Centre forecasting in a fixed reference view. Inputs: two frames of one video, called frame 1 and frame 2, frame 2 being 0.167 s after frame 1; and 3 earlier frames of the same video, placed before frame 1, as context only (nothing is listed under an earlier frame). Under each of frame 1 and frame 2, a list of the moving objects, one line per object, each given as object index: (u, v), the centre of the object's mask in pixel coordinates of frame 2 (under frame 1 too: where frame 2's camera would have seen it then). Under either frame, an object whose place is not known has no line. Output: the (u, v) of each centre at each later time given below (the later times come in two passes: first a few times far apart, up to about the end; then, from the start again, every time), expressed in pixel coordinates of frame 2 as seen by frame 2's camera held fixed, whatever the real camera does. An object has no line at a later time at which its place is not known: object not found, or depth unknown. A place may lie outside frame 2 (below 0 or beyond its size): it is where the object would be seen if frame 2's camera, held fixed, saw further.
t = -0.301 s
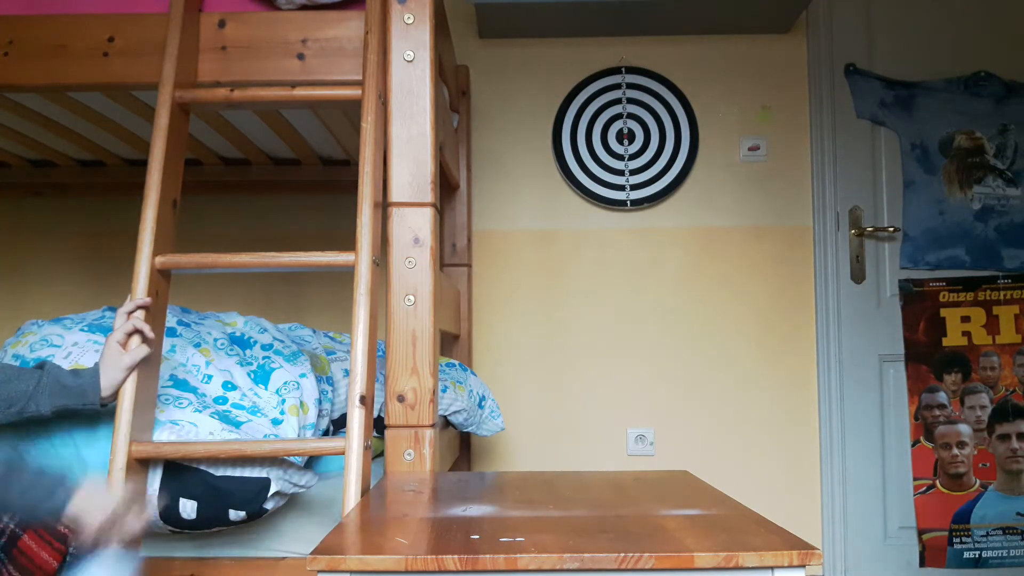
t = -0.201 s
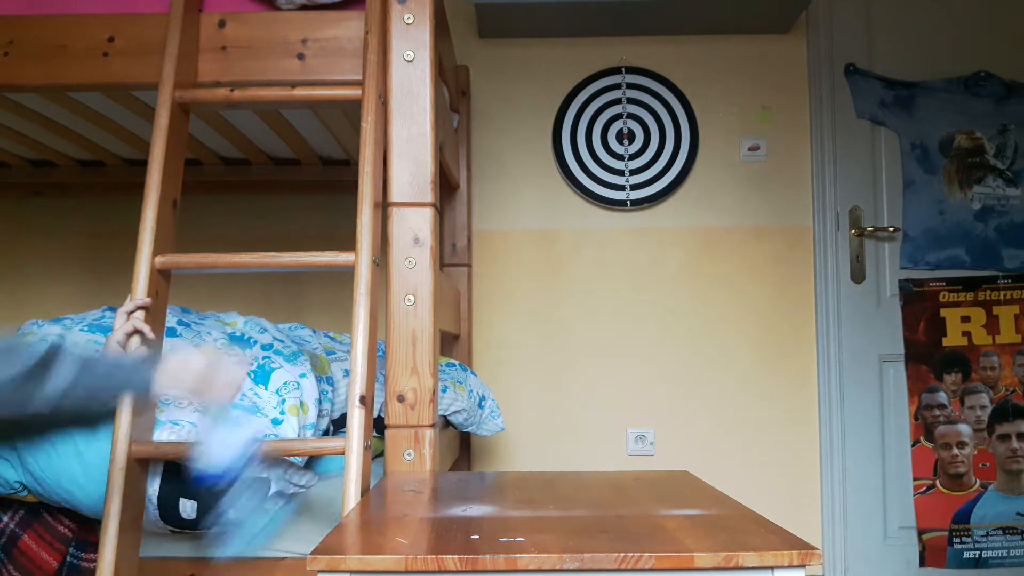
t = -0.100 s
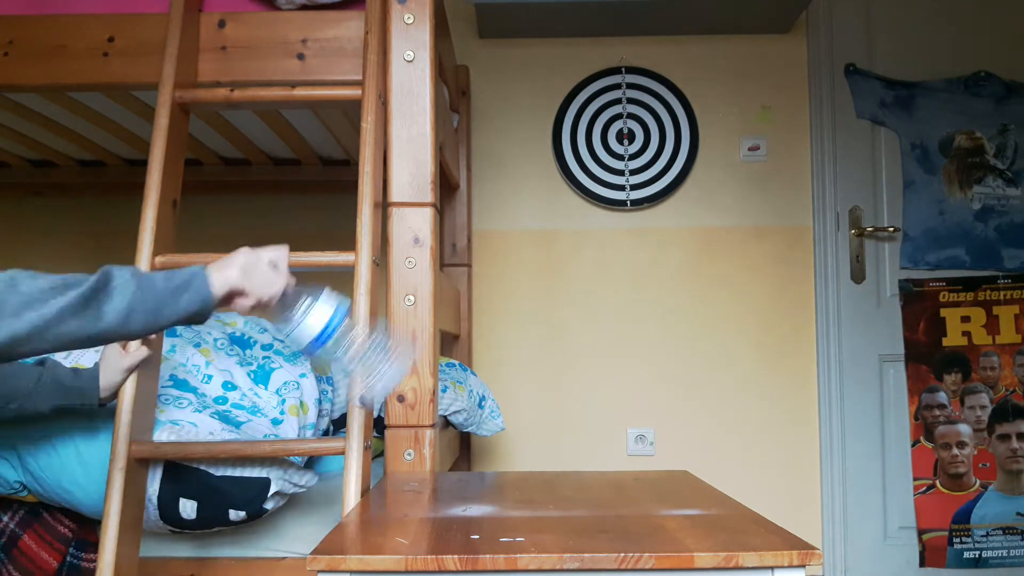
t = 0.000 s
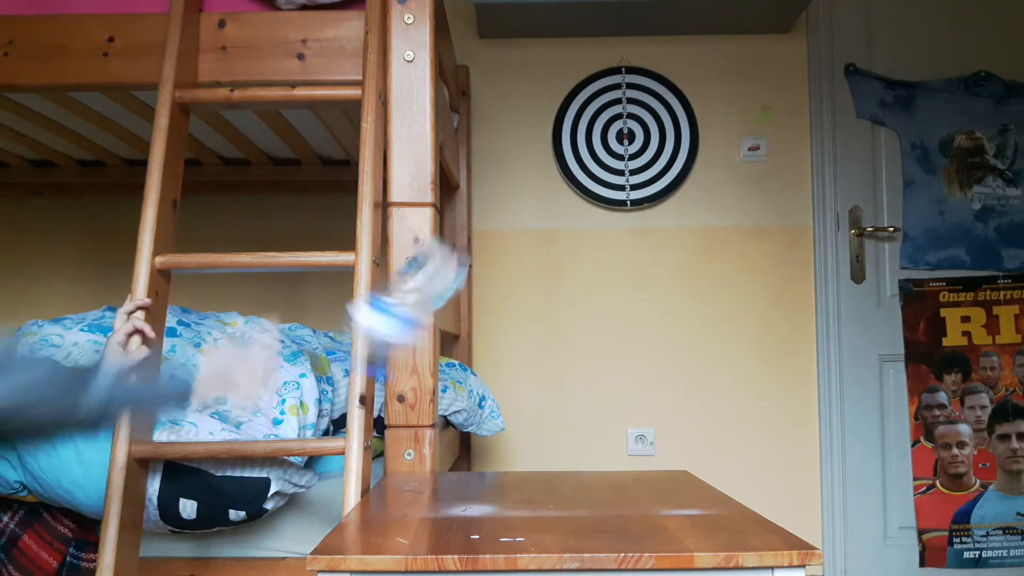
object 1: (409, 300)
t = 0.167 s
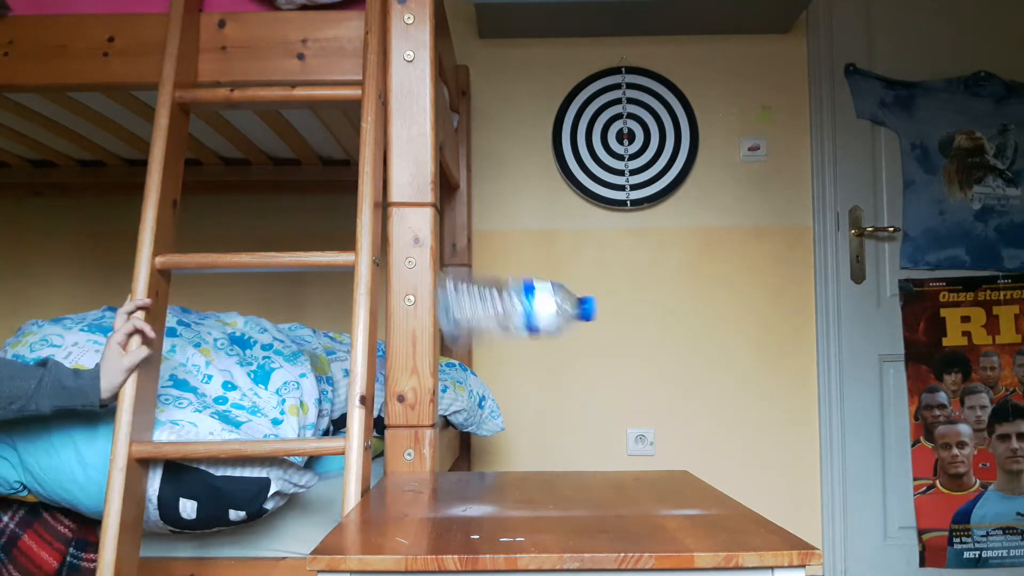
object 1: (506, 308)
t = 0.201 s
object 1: (524, 336)
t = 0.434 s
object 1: (585, 494)
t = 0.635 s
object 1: (594, 498)
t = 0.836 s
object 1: (600, 501)
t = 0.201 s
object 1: (524, 336)
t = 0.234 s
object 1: (537, 378)
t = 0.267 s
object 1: (546, 440)
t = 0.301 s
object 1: (568, 485)
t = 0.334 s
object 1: (571, 491)
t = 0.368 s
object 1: (578, 493)
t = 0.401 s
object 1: (582, 494)
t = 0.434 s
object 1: (585, 494)
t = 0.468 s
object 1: (587, 495)
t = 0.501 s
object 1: (589, 496)
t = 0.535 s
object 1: (590, 496)
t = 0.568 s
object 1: (592, 497)
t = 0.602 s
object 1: (593, 497)
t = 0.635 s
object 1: (594, 498)
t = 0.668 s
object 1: (595, 498)
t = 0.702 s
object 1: (596, 499)
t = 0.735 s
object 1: (597, 499)
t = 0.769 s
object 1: (598, 500)
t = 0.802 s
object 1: (599, 501)
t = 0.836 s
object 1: (600, 501)
